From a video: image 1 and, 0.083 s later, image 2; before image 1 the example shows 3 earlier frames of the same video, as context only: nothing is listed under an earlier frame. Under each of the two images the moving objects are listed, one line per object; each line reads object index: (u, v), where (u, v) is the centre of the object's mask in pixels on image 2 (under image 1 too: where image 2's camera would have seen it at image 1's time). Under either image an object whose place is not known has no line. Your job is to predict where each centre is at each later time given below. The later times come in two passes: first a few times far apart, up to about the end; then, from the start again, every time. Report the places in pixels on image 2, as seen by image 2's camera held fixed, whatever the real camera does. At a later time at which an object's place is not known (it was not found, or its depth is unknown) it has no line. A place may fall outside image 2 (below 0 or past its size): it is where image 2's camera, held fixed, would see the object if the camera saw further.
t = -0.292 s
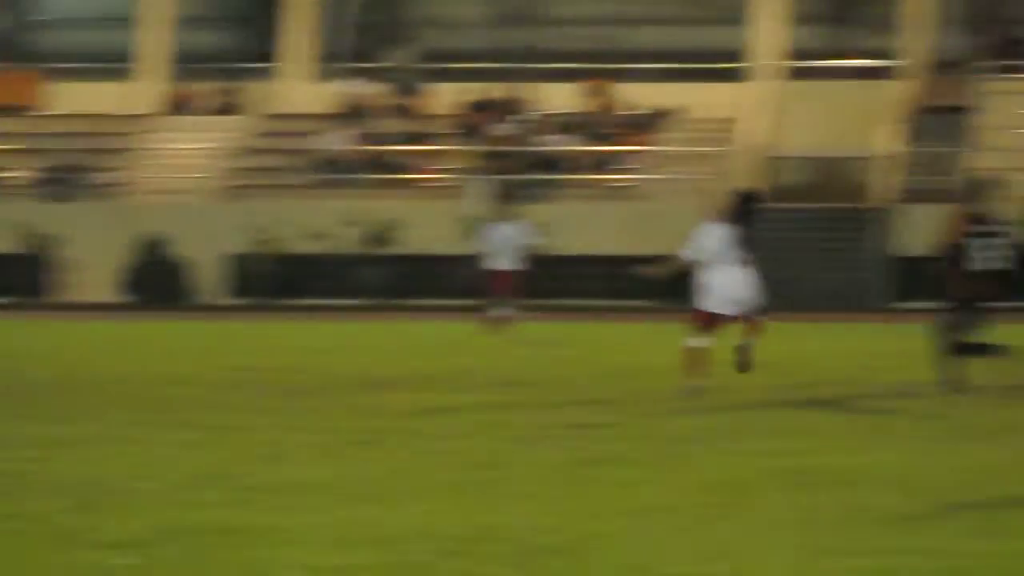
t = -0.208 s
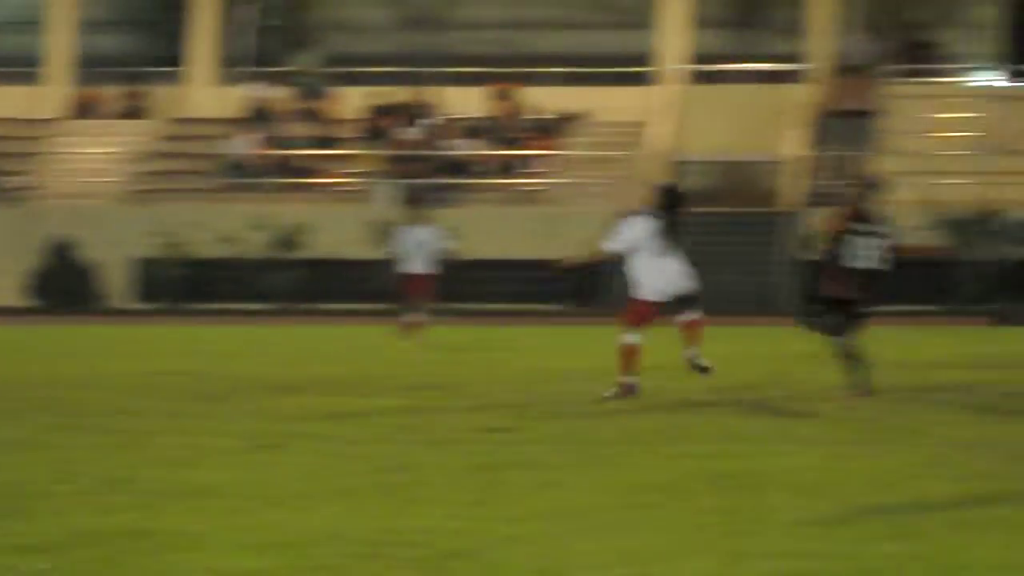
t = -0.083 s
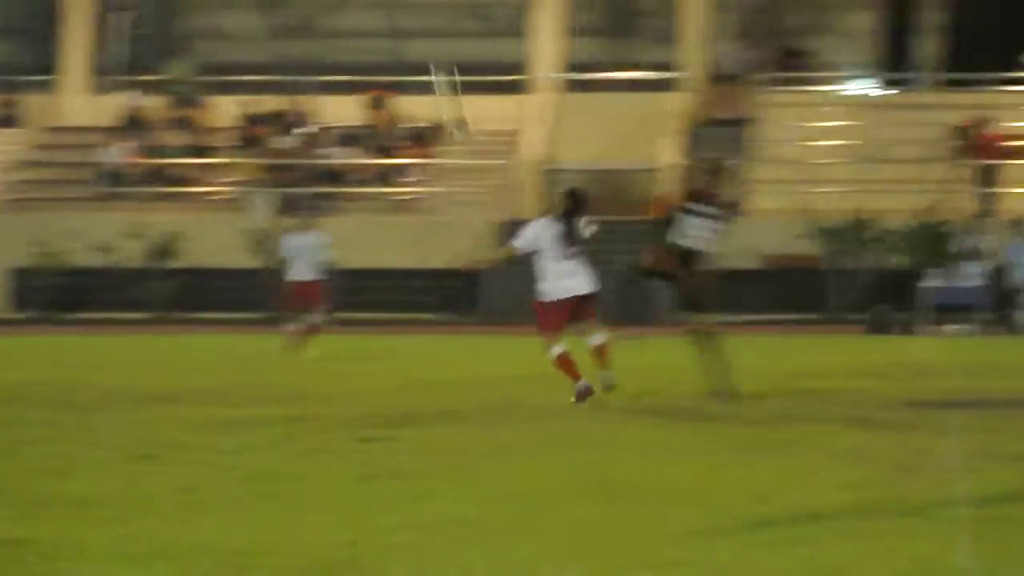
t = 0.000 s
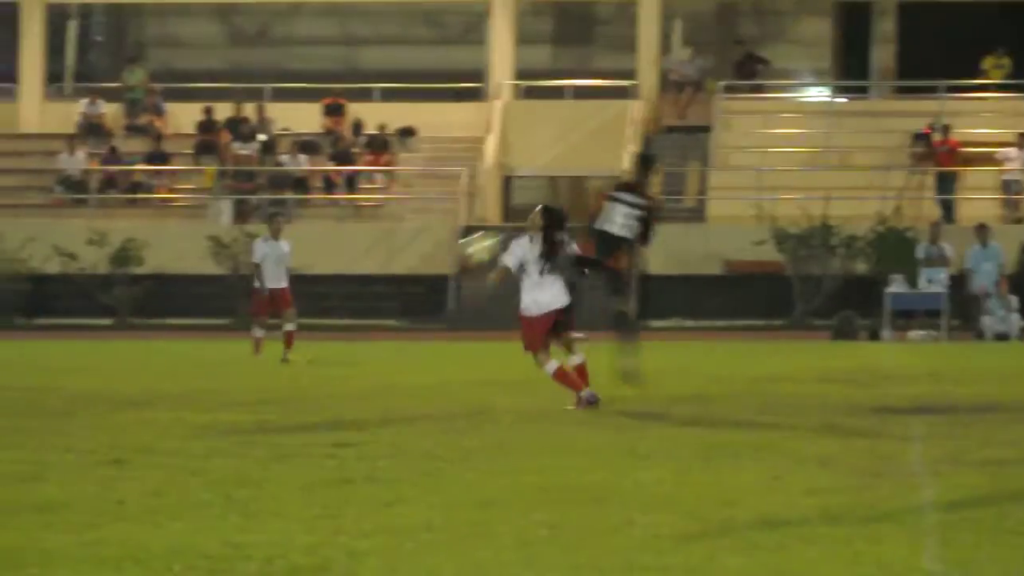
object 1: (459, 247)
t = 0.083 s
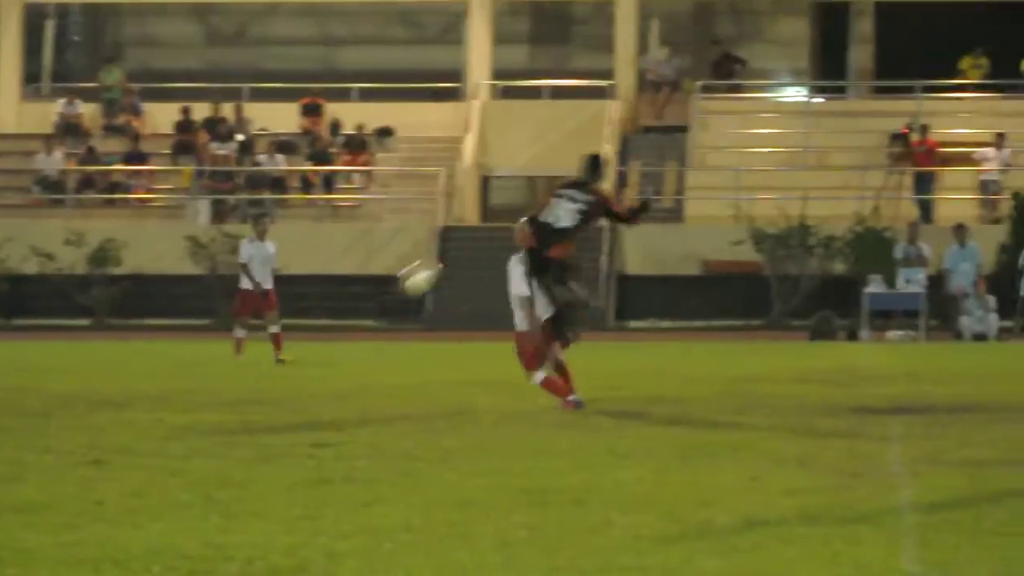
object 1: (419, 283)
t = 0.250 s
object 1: (340, 368)
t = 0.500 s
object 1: (220, 339)
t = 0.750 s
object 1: (108, 335)
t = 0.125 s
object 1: (398, 298)
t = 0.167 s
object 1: (378, 319)
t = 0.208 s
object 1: (360, 341)
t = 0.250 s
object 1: (340, 368)
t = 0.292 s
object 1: (321, 396)
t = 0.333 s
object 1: (299, 388)
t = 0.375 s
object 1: (281, 373)
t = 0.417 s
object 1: (263, 359)
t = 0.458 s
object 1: (242, 349)
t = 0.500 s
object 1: (220, 339)
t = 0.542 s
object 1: (204, 334)
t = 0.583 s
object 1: (187, 327)
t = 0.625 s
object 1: (166, 325)
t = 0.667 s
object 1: (148, 326)
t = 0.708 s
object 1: (127, 329)
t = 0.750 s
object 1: (108, 335)
